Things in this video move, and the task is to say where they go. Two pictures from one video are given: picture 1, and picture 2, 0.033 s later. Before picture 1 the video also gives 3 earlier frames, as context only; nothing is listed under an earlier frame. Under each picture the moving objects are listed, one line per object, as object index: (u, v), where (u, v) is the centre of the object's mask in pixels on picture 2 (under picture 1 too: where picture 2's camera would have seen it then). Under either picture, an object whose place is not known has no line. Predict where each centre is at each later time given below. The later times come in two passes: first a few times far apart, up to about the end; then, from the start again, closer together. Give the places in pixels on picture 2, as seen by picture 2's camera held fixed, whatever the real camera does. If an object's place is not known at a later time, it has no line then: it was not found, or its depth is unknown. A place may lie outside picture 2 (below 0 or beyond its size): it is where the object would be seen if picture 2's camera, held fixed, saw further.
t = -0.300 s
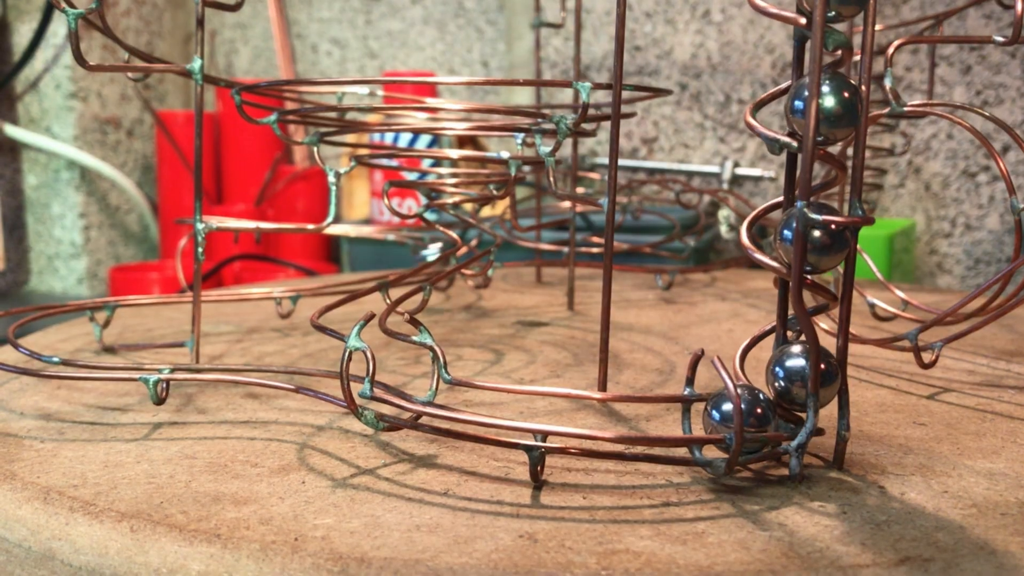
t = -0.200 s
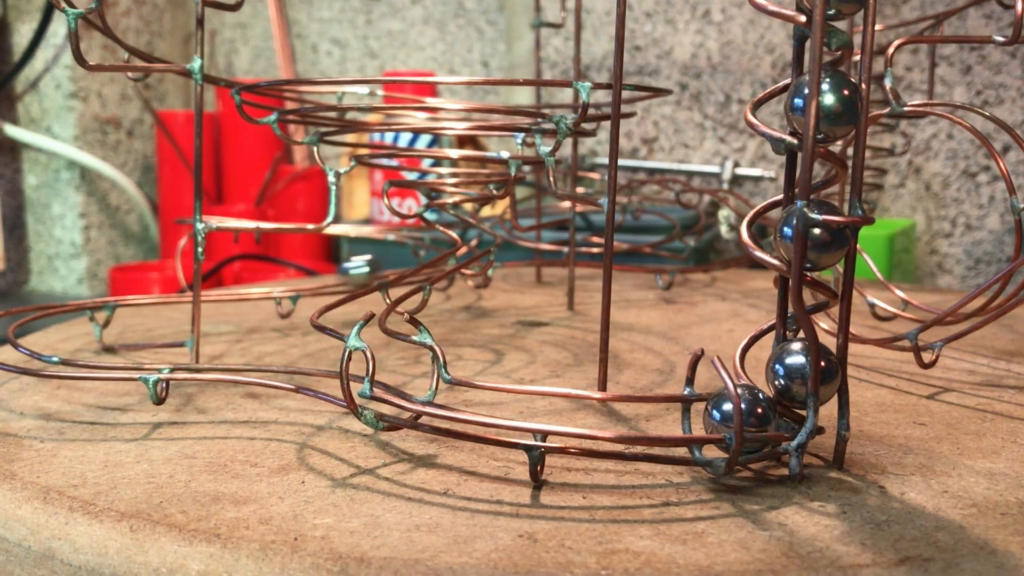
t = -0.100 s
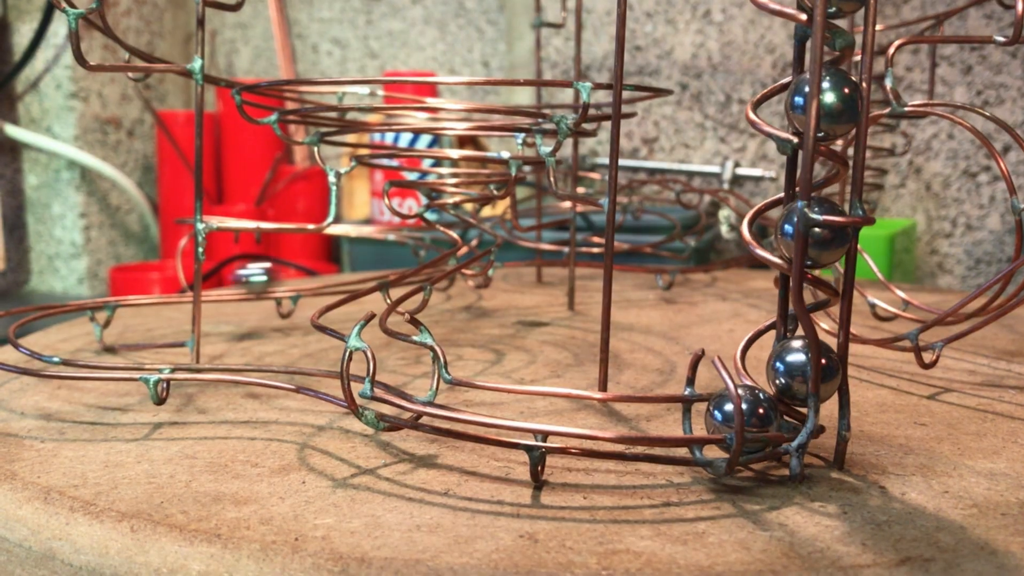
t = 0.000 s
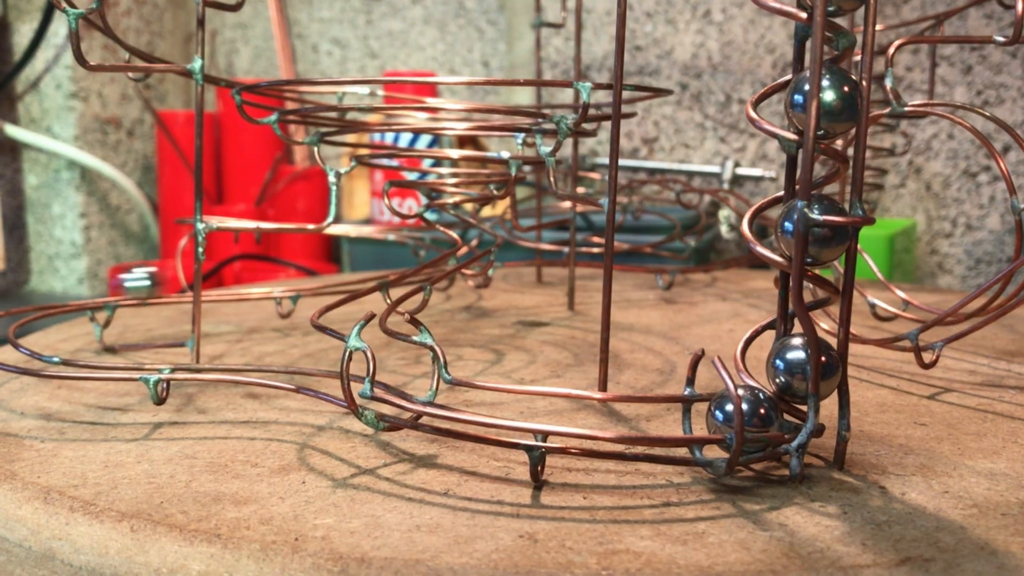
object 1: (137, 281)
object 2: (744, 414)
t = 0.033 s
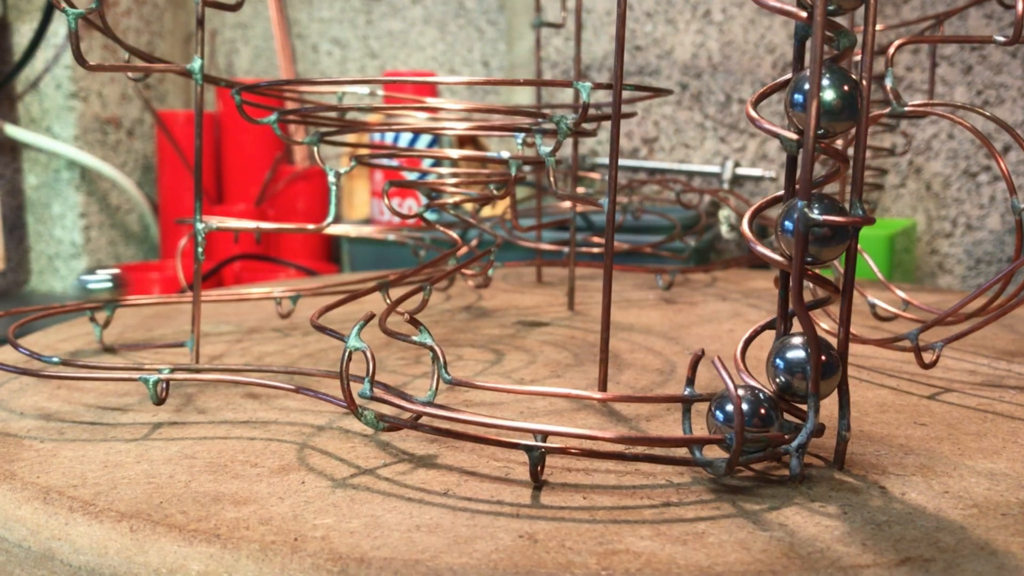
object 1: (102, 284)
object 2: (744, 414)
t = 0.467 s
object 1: (237, 347)
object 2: (754, 413)
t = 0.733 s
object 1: (588, 406)
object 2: (768, 412)
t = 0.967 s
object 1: (702, 411)
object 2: (770, 416)
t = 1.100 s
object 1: (703, 411)
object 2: (771, 416)
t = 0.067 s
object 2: (744, 413)
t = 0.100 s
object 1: (38, 291)
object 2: (744, 414)
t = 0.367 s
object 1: (91, 347)
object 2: (751, 413)
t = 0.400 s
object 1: (138, 346)
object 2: (752, 413)
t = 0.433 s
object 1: (187, 346)
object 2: (753, 413)
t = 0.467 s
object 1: (237, 347)
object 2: (754, 413)
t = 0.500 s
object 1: (283, 354)
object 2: (755, 413)
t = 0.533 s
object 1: (320, 362)
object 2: (757, 414)
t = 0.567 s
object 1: (357, 366)
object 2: (757, 414)
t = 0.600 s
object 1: (396, 374)
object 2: (758, 414)
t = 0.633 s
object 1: (423, 384)
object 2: (759, 414)
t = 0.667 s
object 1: (466, 392)
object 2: (767, 412)
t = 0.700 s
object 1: (523, 400)
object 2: (768, 412)
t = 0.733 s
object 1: (588, 406)
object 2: (768, 412)
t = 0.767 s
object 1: (655, 410)
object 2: (767, 417)
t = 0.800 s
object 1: (701, 411)
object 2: (768, 415)
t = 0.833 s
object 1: (700, 412)
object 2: (769, 416)
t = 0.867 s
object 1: (701, 412)
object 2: (769, 416)
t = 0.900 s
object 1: (701, 412)
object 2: (769, 415)
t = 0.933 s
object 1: (701, 411)
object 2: (769, 415)
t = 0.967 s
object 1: (702, 411)
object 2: (770, 416)
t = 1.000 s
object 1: (702, 411)
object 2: (770, 416)
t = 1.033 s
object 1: (702, 411)
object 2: (770, 416)
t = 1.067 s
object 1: (703, 411)
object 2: (771, 415)
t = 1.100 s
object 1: (703, 411)
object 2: (771, 416)
